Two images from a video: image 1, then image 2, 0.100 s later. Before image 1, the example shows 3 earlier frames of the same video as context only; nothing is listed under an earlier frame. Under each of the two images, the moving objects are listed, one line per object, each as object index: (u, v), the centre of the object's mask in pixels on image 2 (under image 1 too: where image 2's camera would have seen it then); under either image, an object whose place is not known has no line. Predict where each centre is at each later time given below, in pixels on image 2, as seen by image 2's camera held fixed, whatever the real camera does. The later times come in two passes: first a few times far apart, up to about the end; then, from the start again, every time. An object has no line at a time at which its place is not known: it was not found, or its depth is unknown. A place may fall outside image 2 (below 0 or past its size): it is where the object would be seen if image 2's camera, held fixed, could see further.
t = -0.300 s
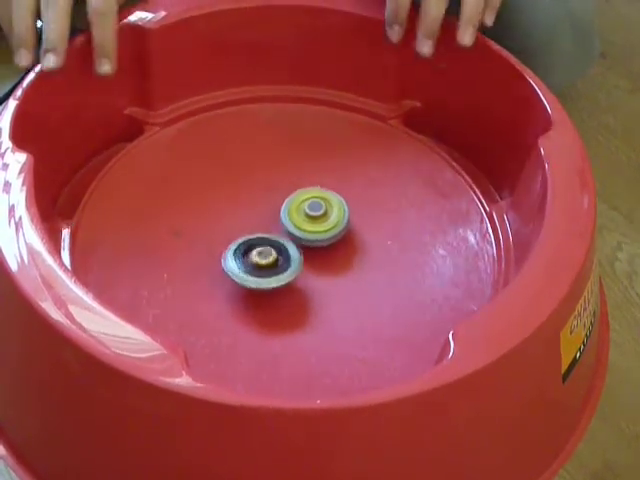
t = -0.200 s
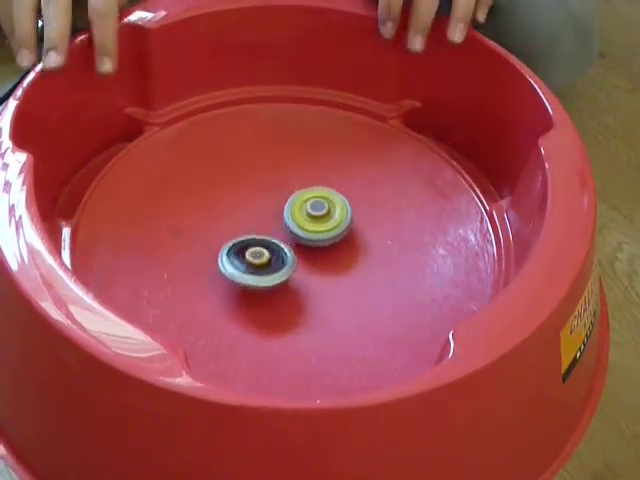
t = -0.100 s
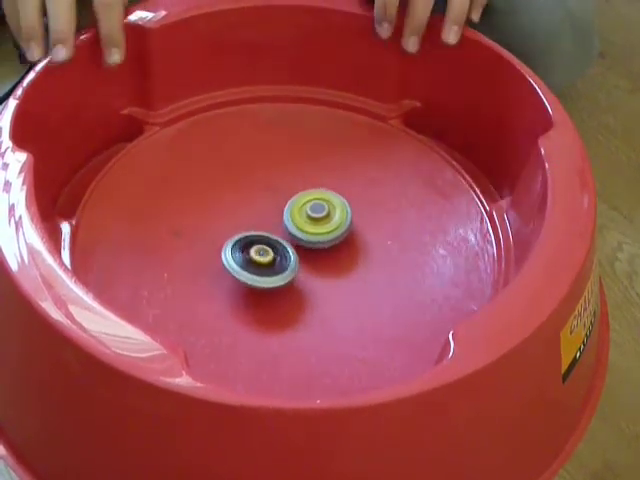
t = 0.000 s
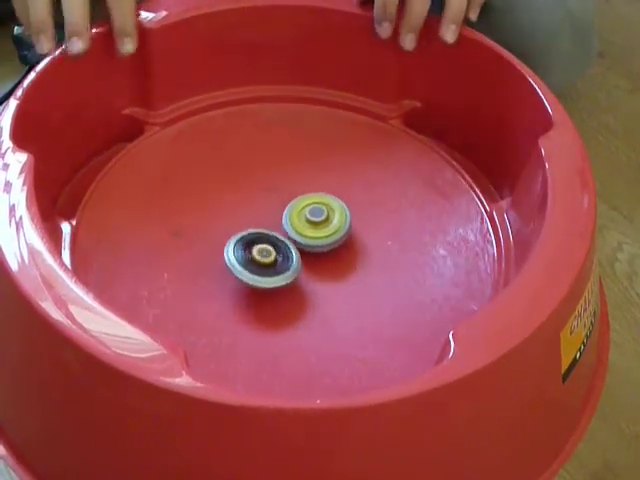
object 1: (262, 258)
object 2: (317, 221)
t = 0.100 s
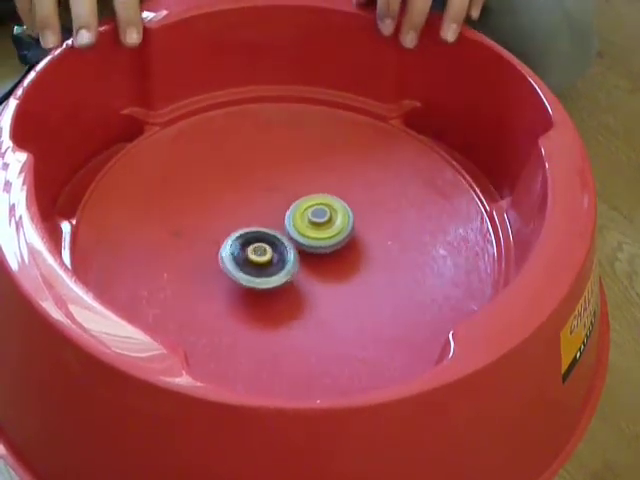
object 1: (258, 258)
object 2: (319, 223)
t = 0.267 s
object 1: (255, 256)
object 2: (320, 226)
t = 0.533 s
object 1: (235, 262)
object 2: (332, 228)
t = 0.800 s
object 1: (244, 261)
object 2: (320, 235)
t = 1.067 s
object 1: (203, 248)
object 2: (314, 236)
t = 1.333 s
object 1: (187, 253)
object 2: (296, 243)
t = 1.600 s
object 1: (205, 253)
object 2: (292, 242)
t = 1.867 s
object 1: (226, 257)
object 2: (288, 236)
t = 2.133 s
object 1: (235, 263)
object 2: (292, 232)
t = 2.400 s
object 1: (245, 270)
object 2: (296, 233)
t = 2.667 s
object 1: (255, 276)
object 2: (299, 236)
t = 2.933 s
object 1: (259, 282)
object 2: (301, 241)
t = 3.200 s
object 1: (256, 280)
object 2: (305, 241)
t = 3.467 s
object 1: (251, 275)
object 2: (308, 237)
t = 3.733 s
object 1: (255, 266)
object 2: (311, 236)
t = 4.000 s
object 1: (253, 258)
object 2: (313, 235)
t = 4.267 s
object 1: (247, 259)
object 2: (312, 235)
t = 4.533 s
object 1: (238, 258)
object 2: (306, 242)
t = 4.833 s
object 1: (249, 201)
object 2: (309, 247)
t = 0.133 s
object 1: (252, 258)
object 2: (321, 222)
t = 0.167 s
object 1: (252, 258)
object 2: (322, 223)
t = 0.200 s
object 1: (252, 258)
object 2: (322, 224)
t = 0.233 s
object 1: (253, 256)
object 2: (321, 225)
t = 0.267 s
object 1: (255, 256)
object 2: (320, 226)
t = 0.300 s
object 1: (257, 255)
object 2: (320, 228)
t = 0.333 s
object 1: (260, 257)
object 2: (319, 228)
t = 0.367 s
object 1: (259, 257)
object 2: (319, 229)
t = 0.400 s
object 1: (249, 260)
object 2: (325, 227)
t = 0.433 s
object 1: (239, 263)
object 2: (331, 227)
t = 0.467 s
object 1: (235, 264)
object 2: (333, 227)
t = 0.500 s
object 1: (233, 264)
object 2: (333, 227)
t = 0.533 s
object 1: (235, 262)
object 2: (332, 228)
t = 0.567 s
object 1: (237, 262)
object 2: (331, 229)
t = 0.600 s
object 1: (237, 261)
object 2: (330, 229)
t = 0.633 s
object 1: (239, 262)
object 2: (329, 230)
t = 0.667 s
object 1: (238, 261)
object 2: (327, 231)
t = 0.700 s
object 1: (240, 261)
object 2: (325, 232)
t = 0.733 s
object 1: (240, 261)
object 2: (323, 233)
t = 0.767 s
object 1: (242, 260)
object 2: (322, 234)
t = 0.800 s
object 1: (244, 261)
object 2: (320, 235)
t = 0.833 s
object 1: (244, 260)
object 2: (318, 235)
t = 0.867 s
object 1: (249, 260)
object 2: (315, 236)
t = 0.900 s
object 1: (250, 259)
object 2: (314, 236)
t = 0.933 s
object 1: (249, 259)
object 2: (313, 236)
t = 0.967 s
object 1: (248, 258)
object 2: (312, 237)
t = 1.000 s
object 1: (242, 254)
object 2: (313, 236)
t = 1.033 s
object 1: (222, 252)
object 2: (316, 237)
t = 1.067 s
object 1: (203, 248)
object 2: (314, 236)
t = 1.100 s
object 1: (196, 248)
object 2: (313, 237)
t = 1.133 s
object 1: (184, 246)
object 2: (311, 238)
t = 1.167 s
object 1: (176, 247)
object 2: (309, 239)
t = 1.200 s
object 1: (176, 250)
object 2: (306, 240)
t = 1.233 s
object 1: (177, 252)
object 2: (304, 241)
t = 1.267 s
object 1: (181, 252)
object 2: (301, 242)
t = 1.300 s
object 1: (185, 253)
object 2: (298, 243)
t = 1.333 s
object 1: (187, 253)
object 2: (296, 243)
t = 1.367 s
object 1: (191, 255)
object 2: (293, 244)
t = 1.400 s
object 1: (195, 256)
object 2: (291, 245)
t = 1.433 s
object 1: (198, 256)
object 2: (288, 245)
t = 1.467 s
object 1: (204, 257)
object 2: (285, 245)
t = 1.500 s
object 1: (210, 257)
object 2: (283, 246)
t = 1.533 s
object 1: (209, 256)
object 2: (286, 245)
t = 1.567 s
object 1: (205, 254)
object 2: (291, 243)
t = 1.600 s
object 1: (205, 253)
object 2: (292, 242)
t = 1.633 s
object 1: (206, 252)
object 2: (291, 242)
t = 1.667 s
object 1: (211, 252)
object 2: (290, 241)
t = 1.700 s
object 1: (215, 254)
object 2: (290, 240)
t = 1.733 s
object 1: (218, 255)
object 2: (289, 239)
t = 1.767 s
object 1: (220, 255)
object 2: (289, 238)
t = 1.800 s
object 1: (223, 256)
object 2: (288, 237)
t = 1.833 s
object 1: (224, 257)
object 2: (288, 237)
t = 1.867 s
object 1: (226, 257)
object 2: (288, 236)
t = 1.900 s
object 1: (227, 257)
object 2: (288, 235)
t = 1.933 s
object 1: (228, 257)
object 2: (288, 234)
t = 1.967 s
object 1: (225, 257)
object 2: (290, 234)
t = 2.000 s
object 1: (223, 258)
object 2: (291, 233)
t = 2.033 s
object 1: (222, 260)
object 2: (291, 233)
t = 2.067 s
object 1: (223, 261)
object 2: (291, 233)
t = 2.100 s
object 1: (230, 261)
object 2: (291, 233)
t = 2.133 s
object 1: (235, 263)
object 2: (292, 232)
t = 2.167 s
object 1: (237, 265)
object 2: (292, 232)
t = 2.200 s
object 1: (237, 266)
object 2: (293, 232)
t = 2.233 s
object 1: (239, 267)
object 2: (293, 232)
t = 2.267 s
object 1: (239, 270)
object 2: (294, 233)
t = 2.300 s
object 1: (238, 270)
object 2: (294, 233)
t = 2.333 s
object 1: (240, 268)
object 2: (295, 233)
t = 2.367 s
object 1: (244, 268)
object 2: (296, 233)
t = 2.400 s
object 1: (245, 270)
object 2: (296, 233)
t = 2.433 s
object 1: (246, 270)
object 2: (296, 234)
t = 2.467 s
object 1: (249, 270)
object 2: (297, 234)
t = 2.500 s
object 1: (252, 271)
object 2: (297, 234)
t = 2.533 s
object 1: (253, 273)
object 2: (297, 235)
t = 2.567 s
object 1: (255, 273)
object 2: (298, 235)
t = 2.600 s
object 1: (255, 274)
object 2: (299, 235)
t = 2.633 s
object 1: (256, 276)
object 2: (300, 235)
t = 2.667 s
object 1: (255, 276)
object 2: (299, 236)
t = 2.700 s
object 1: (256, 277)
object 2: (300, 237)
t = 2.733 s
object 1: (254, 278)
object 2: (301, 237)
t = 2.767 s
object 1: (252, 280)
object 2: (301, 238)
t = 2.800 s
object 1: (250, 281)
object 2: (301, 239)
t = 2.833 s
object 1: (251, 282)
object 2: (301, 239)
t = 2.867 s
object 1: (254, 281)
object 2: (301, 240)
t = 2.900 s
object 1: (257, 282)
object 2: (301, 240)
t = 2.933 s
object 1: (259, 282)
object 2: (301, 241)
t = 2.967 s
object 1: (260, 281)
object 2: (301, 241)
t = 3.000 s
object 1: (261, 282)
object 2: (301, 242)
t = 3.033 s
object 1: (259, 281)
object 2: (301, 242)
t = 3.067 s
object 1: (256, 281)
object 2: (302, 242)
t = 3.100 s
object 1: (256, 280)
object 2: (302, 242)
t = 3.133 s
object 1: (258, 280)
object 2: (303, 242)
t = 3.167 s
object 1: (258, 281)
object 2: (304, 241)
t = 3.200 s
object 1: (256, 280)
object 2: (305, 241)
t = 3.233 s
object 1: (257, 277)
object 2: (305, 241)
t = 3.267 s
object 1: (252, 277)
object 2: (307, 239)
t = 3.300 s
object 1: (248, 278)
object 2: (308, 238)
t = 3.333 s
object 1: (246, 280)
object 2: (309, 237)
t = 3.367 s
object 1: (246, 281)
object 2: (308, 237)
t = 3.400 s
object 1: (246, 279)
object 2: (308, 237)
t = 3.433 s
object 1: (249, 278)
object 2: (308, 237)
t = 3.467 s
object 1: (251, 275)
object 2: (308, 237)
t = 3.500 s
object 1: (252, 273)
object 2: (307, 238)
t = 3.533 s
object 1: (251, 271)
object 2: (307, 238)
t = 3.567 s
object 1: (253, 269)
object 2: (307, 238)
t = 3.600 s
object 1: (254, 270)
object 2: (309, 238)
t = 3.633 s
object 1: (257, 270)
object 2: (309, 237)
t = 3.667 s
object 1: (256, 270)
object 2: (310, 237)
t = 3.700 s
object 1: (256, 268)
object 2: (311, 236)
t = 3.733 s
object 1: (255, 266)
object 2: (311, 236)
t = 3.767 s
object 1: (255, 264)
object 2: (312, 235)
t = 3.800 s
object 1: (252, 264)
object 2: (312, 235)
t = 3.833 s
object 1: (250, 263)
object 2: (312, 235)
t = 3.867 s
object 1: (250, 261)
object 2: (312, 235)
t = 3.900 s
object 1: (251, 260)
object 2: (312, 235)
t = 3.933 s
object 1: (252, 259)
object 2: (312, 234)
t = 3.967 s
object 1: (252, 258)
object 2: (313, 234)
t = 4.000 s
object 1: (253, 258)
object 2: (313, 235)
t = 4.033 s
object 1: (252, 257)
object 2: (312, 235)
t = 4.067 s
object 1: (252, 258)
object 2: (313, 235)
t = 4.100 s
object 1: (253, 259)
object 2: (313, 234)
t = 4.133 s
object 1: (252, 259)
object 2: (313, 234)
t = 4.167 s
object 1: (251, 259)
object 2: (313, 235)
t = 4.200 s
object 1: (251, 259)
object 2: (312, 235)
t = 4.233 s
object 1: (252, 259)
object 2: (312, 235)
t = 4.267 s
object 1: (247, 259)
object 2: (312, 235)
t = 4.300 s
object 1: (242, 262)
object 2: (309, 237)
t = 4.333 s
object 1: (235, 263)
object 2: (308, 238)
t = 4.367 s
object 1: (234, 262)
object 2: (307, 238)
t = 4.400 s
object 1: (235, 262)
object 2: (305, 239)
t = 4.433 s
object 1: (236, 263)
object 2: (304, 240)
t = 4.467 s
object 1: (240, 264)
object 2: (303, 241)
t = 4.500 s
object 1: (241, 263)
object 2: (303, 242)
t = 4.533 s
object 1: (238, 258)
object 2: (306, 242)
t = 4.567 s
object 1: (238, 253)
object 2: (306, 243)
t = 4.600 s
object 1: (240, 248)
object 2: (306, 243)
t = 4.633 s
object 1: (243, 241)
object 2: (305, 243)
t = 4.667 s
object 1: (245, 234)
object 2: (305, 244)
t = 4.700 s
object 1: (246, 226)
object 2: (307, 246)
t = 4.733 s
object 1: (250, 219)
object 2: (308, 246)
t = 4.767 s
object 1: (251, 212)
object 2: (309, 247)
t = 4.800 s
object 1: (251, 206)
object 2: (309, 247)
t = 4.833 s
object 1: (249, 201)
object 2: (309, 247)
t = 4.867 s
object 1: (247, 197)
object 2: (309, 247)
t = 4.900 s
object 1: (245, 195)
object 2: (309, 247)
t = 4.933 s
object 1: (244, 194)
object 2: (309, 248)
